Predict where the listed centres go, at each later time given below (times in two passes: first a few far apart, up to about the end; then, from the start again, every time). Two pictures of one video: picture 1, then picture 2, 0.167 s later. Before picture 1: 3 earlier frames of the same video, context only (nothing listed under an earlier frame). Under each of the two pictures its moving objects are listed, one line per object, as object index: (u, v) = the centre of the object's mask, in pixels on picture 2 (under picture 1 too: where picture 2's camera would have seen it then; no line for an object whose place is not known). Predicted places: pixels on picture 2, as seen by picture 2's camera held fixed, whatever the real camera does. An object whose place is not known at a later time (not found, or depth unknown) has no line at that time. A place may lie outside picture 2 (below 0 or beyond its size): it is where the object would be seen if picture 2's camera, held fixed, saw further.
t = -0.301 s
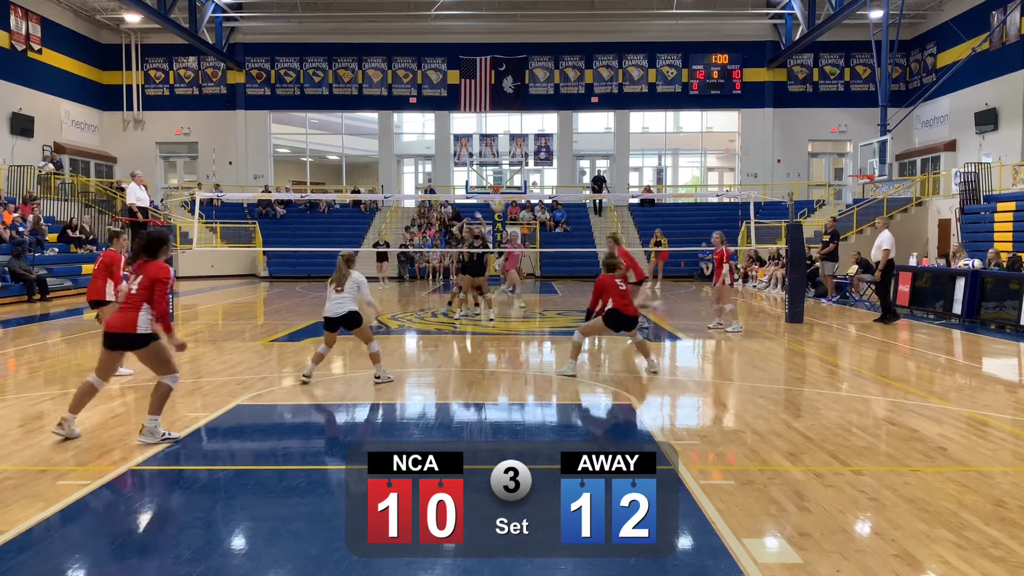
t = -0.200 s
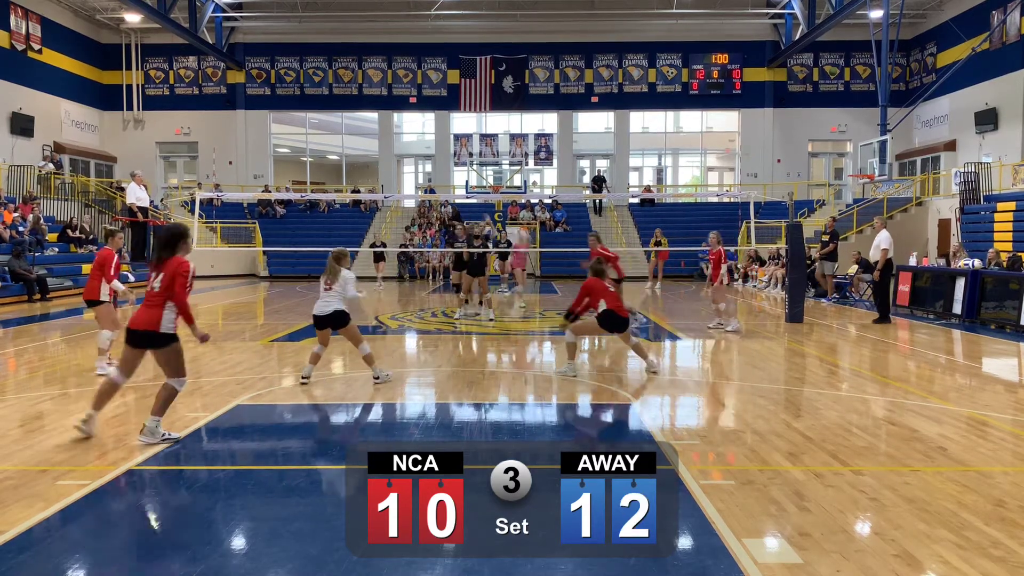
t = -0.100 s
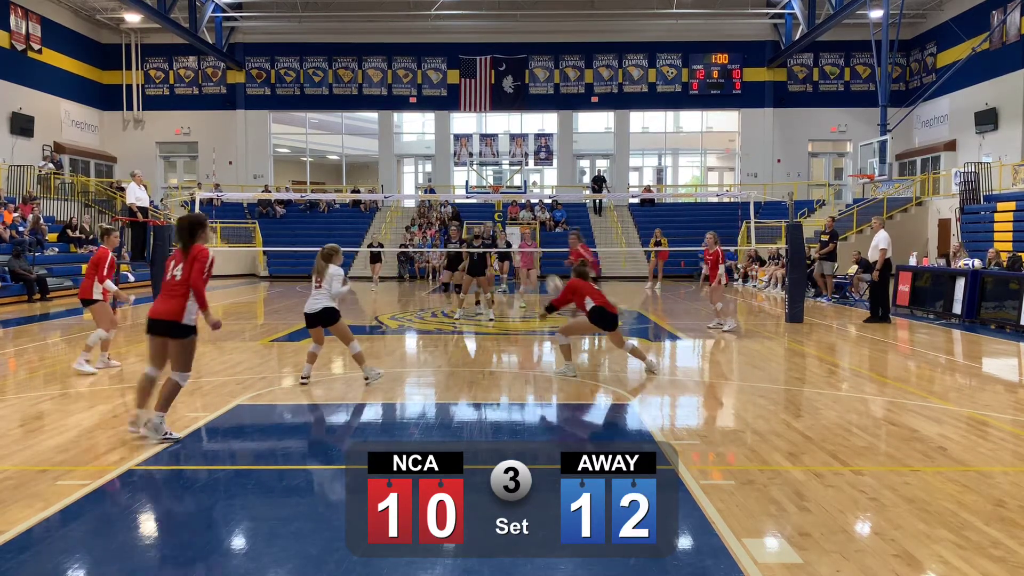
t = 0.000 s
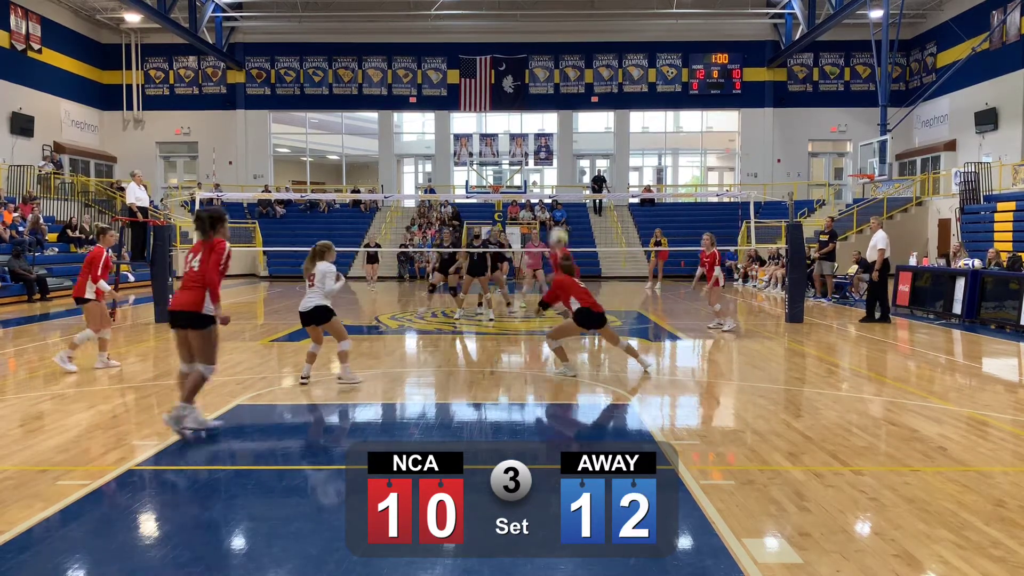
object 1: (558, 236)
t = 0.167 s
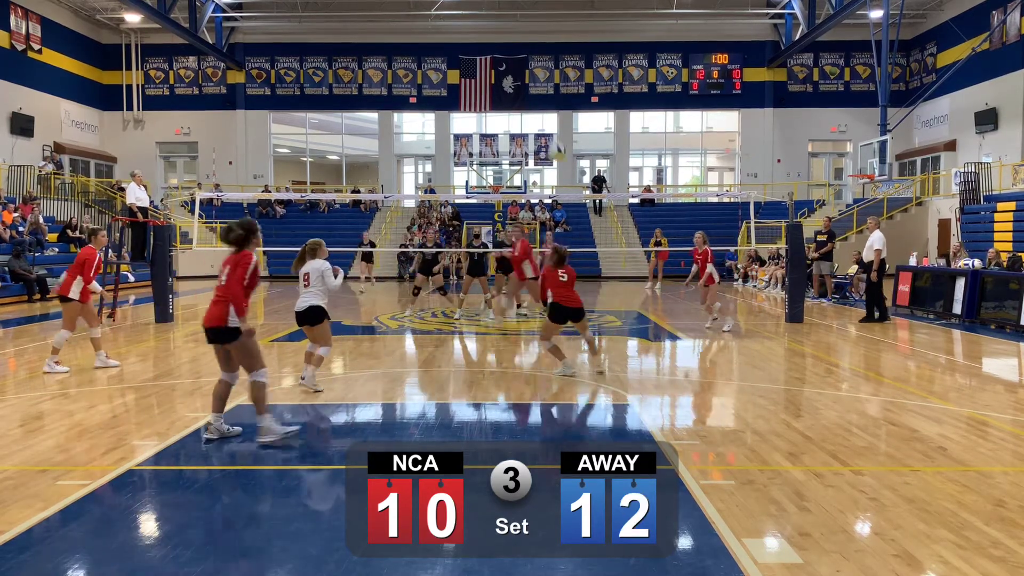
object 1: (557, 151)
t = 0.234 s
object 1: (557, 125)
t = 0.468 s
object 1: (555, 61)
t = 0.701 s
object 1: (553, 45)
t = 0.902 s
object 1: (552, 67)
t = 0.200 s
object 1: (558, 138)
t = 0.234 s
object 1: (557, 125)
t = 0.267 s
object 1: (556, 111)
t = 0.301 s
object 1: (555, 101)
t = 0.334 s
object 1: (555, 92)
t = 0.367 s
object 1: (555, 83)
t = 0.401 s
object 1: (555, 74)
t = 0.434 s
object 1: (555, 66)
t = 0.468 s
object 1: (555, 61)
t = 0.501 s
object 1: (554, 56)
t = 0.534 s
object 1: (554, 52)
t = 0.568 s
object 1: (554, 48)
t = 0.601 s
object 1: (554, 46)
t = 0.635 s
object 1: (554, 45)
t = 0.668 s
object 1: (554, 45)
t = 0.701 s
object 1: (553, 45)
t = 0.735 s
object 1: (553, 47)
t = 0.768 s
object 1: (553, 49)
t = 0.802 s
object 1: (553, 52)
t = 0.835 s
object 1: (553, 57)
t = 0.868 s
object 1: (553, 62)
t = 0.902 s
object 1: (552, 67)
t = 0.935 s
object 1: (552, 75)
